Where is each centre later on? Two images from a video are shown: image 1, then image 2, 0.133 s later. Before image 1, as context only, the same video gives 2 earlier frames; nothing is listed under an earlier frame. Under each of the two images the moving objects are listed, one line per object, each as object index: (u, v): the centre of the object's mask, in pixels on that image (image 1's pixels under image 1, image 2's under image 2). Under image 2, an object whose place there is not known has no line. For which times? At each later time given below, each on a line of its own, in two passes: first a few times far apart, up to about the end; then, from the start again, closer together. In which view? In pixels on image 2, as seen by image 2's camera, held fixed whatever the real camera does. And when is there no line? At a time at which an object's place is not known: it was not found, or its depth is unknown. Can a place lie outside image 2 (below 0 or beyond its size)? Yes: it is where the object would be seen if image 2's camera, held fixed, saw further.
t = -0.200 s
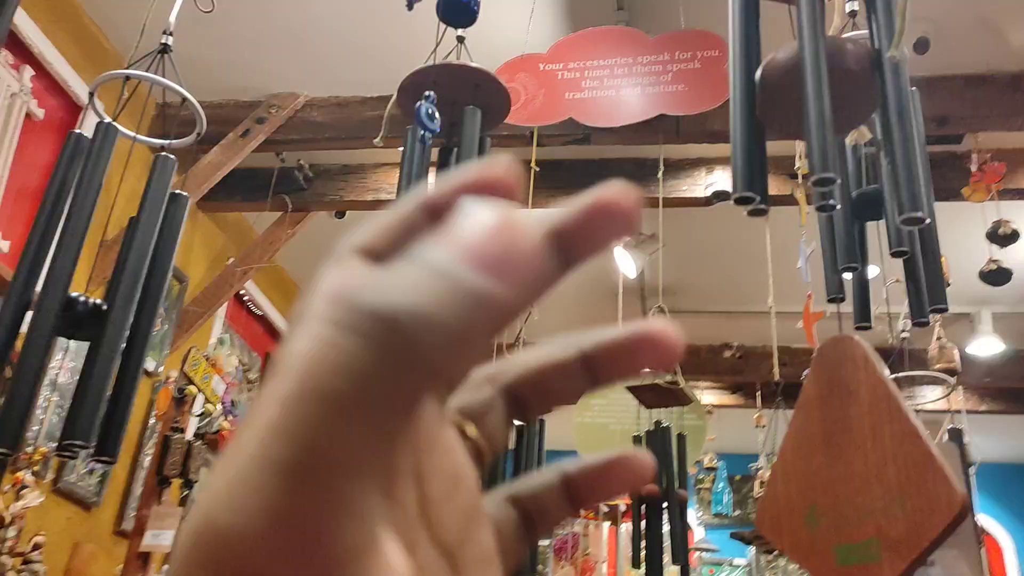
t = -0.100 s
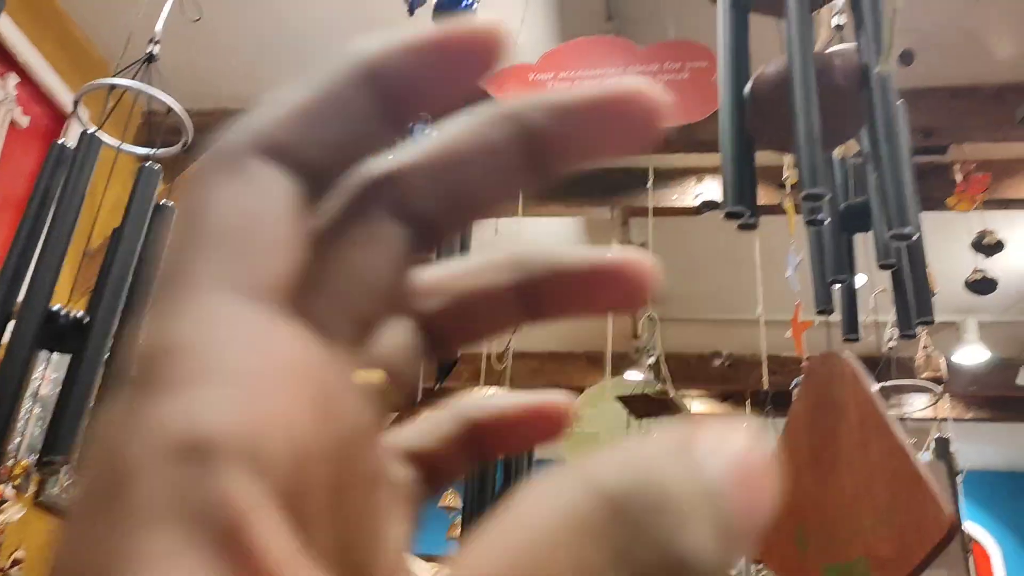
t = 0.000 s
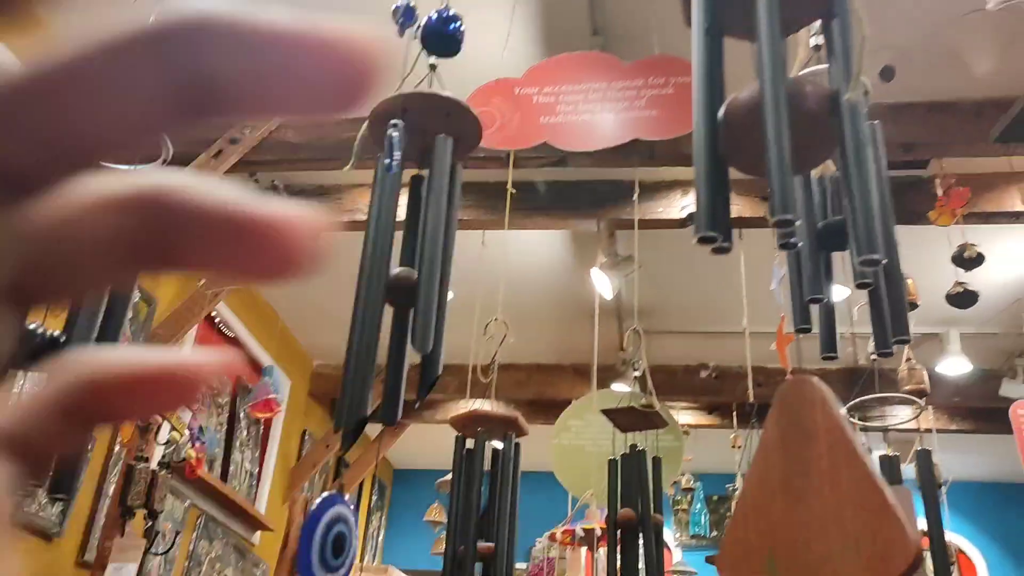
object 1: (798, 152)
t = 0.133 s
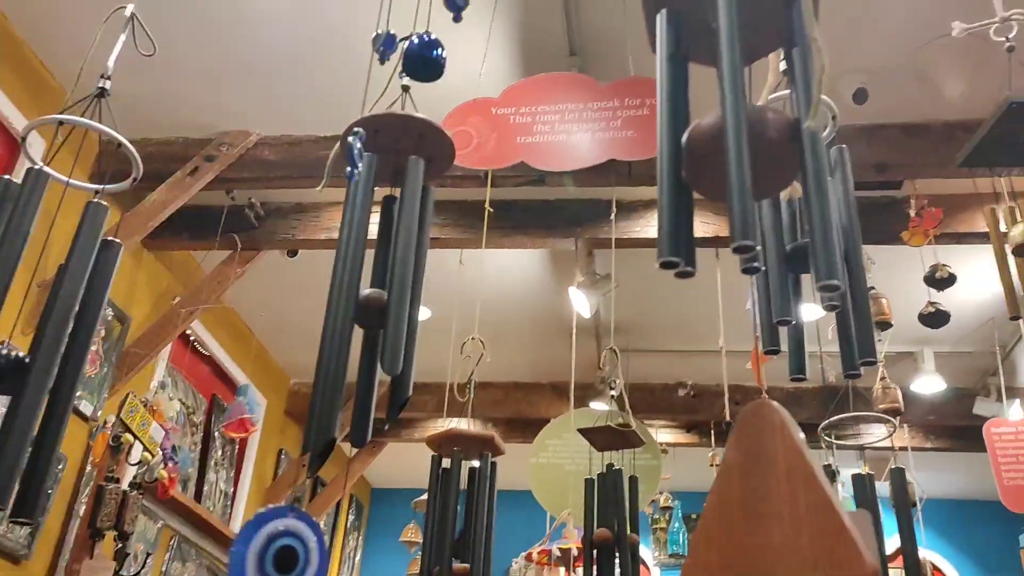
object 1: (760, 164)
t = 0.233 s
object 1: (759, 157)
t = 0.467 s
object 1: (756, 145)
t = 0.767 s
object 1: (756, 128)
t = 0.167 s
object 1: (760, 162)
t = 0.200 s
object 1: (759, 159)
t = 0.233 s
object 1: (759, 157)
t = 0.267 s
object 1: (759, 156)
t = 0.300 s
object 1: (758, 155)
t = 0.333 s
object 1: (758, 154)
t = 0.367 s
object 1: (758, 153)
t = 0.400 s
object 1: (757, 151)
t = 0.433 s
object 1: (757, 148)
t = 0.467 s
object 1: (756, 145)
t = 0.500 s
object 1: (756, 142)
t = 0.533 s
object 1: (756, 140)
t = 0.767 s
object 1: (756, 128)
